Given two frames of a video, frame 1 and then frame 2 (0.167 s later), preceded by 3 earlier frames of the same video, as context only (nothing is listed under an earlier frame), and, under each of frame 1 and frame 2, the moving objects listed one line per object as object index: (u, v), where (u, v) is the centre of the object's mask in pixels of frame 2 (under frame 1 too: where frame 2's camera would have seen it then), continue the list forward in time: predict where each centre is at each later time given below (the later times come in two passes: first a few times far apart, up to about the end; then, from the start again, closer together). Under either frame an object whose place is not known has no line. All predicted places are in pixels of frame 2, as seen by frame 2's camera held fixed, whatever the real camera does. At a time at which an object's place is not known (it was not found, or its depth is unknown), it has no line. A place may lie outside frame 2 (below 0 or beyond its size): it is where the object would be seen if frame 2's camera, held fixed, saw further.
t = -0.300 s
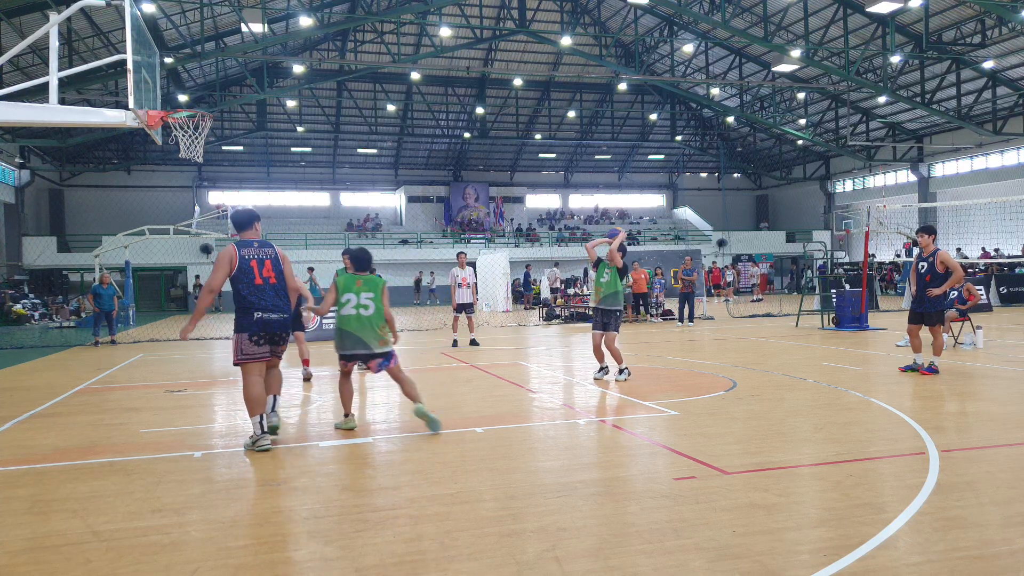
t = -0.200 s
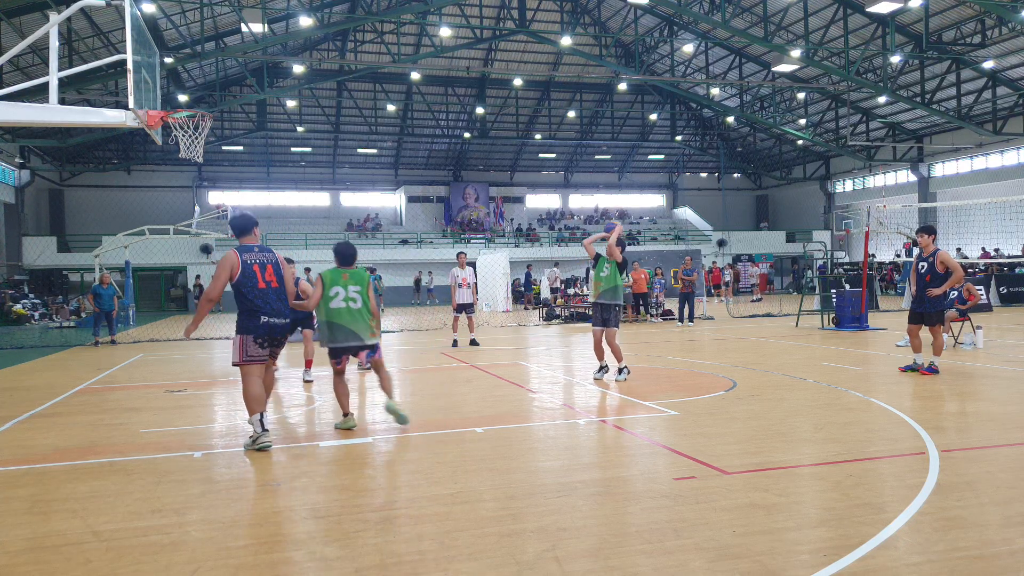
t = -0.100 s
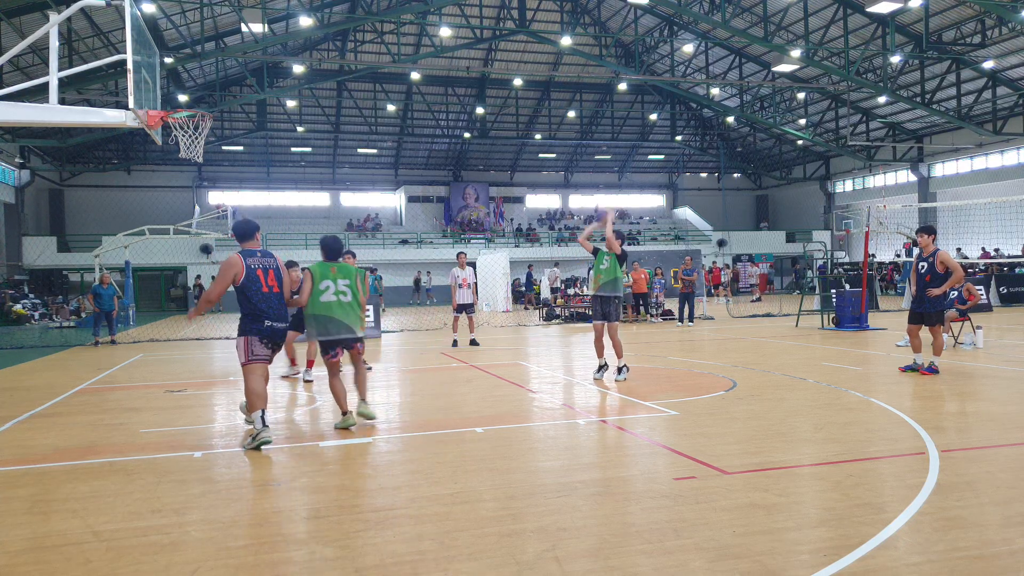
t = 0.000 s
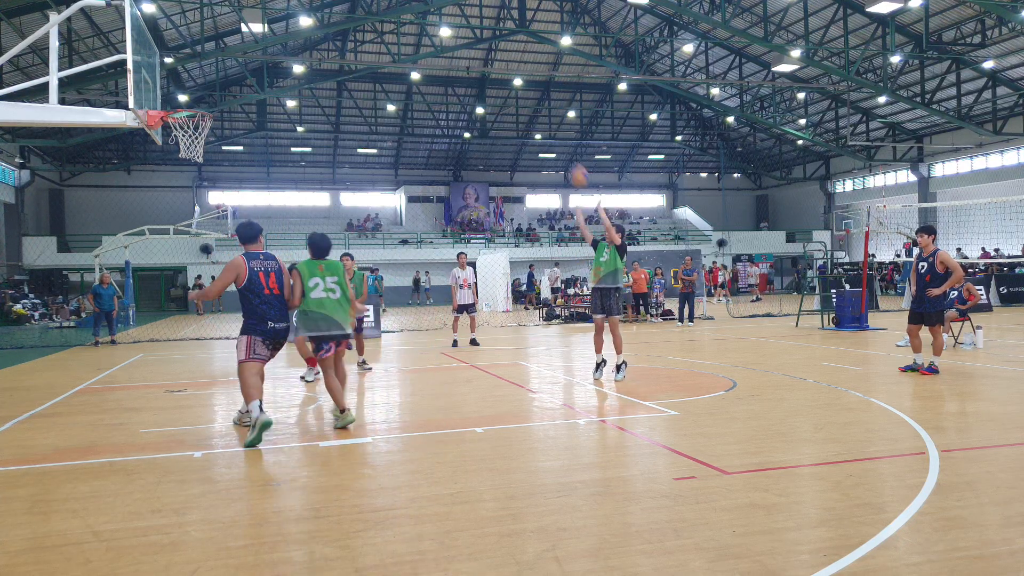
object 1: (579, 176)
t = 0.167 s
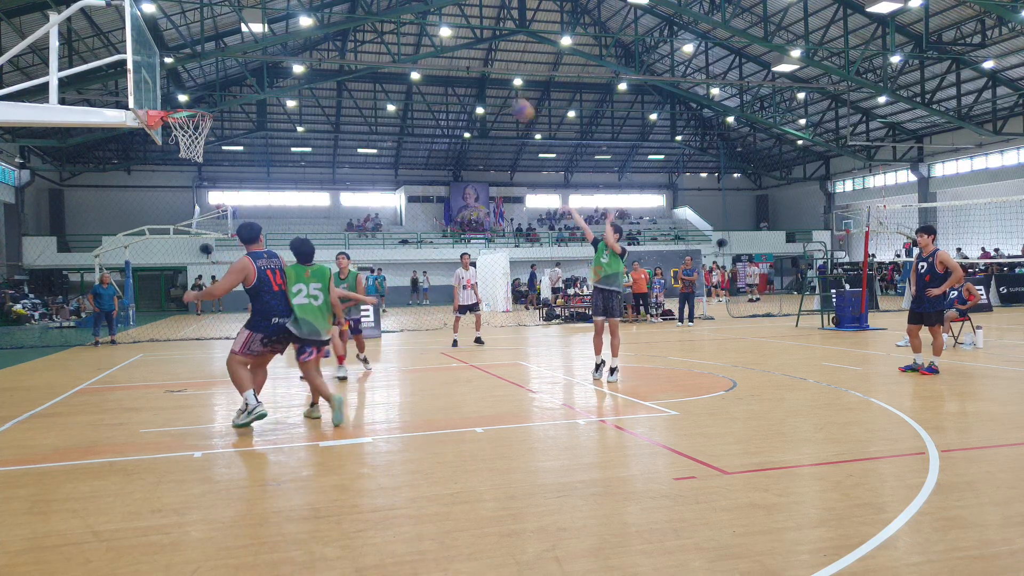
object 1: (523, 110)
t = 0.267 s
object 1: (486, 79)
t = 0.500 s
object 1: (403, 38)
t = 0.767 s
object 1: (303, 48)
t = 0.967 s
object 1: (224, 98)
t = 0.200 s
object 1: (511, 100)
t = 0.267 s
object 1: (486, 79)
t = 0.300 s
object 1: (476, 71)
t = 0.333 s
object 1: (464, 63)
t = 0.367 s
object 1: (452, 57)
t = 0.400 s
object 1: (440, 50)
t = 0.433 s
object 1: (428, 46)
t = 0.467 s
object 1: (417, 42)
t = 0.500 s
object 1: (403, 38)
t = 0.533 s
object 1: (391, 36)
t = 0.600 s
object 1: (367, 34)
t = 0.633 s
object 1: (354, 35)
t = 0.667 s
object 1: (342, 38)
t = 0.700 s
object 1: (329, 40)
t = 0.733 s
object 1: (316, 43)
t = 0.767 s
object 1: (303, 48)
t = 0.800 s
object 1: (291, 52)
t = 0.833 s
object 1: (278, 61)
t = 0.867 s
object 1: (265, 68)
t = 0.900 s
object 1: (252, 77)
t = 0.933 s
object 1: (239, 87)
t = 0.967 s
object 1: (224, 98)
